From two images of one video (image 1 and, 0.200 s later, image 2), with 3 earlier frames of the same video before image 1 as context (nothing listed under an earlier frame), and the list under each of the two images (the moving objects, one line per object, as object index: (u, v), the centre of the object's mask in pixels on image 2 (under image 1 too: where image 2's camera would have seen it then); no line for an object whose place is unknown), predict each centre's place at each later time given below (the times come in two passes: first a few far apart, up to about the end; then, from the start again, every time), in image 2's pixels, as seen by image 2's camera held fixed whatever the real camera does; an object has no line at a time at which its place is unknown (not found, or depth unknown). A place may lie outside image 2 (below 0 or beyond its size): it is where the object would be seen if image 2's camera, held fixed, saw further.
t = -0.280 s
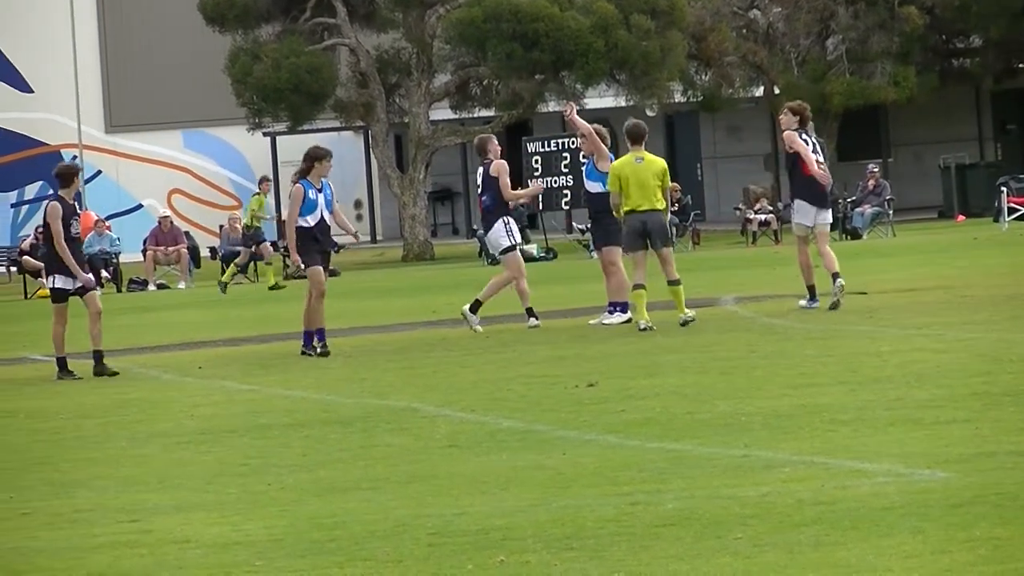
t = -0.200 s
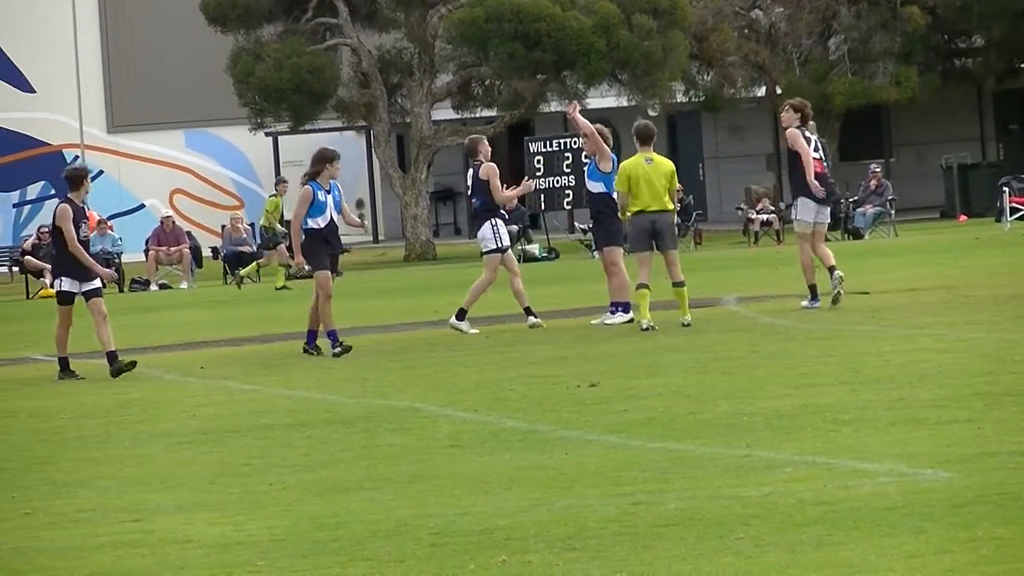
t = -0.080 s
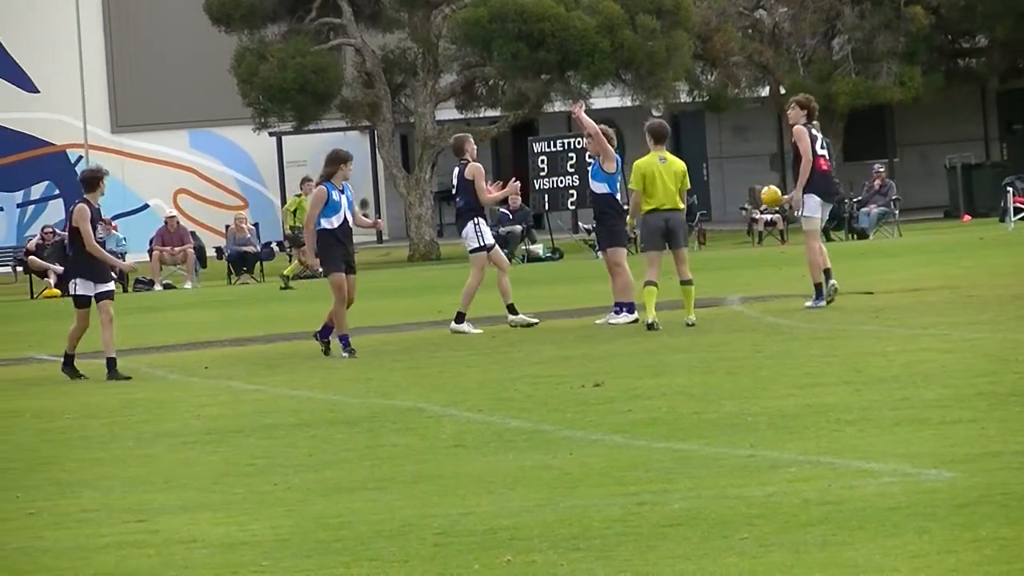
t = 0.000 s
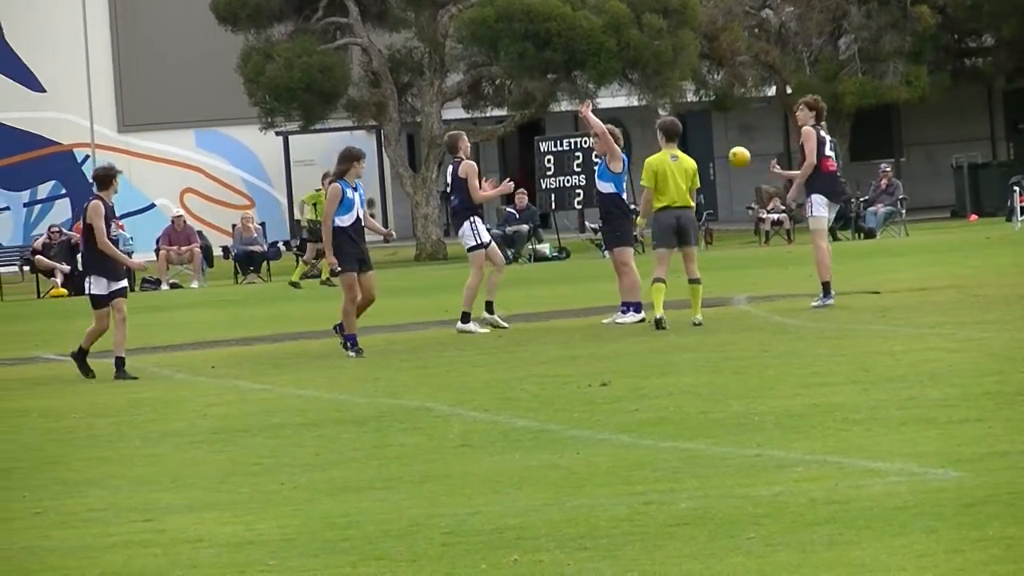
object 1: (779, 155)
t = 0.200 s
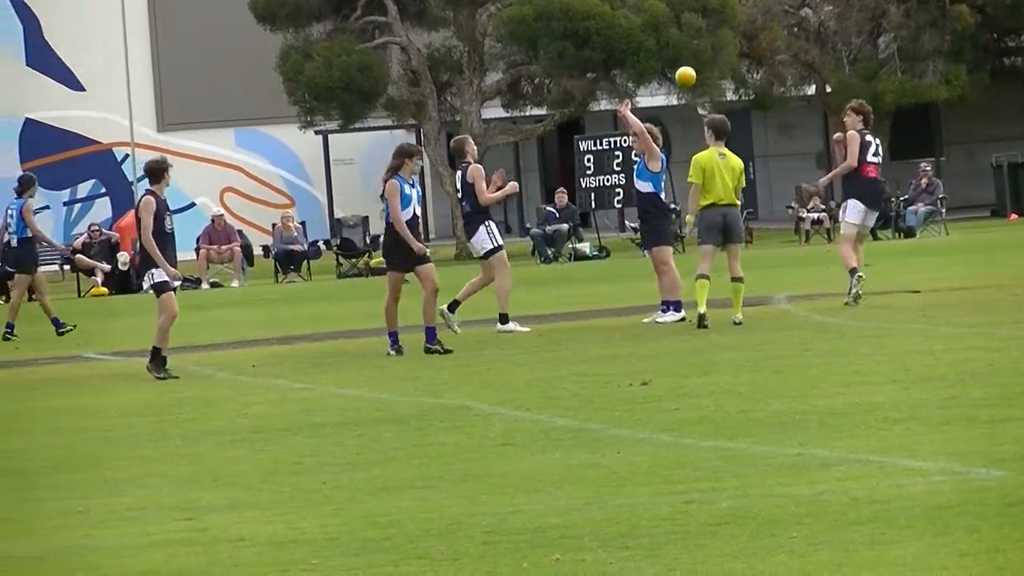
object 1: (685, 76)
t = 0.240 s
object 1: (667, 65)
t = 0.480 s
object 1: (559, 38)
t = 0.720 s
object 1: (454, 72)
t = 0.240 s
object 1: (667, 65)
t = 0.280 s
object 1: (648, 56)
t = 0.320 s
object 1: (631, 49)
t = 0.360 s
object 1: (613, 44)
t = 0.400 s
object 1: (595, 40)
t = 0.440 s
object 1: (577, 38)
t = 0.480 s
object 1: (559, 38)
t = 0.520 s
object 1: (541, 39)
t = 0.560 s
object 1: (523, 42)
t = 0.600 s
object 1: (505, 47)
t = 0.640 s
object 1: (488, 54)
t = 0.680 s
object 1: (471, 63)
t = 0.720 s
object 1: (454, 72)
